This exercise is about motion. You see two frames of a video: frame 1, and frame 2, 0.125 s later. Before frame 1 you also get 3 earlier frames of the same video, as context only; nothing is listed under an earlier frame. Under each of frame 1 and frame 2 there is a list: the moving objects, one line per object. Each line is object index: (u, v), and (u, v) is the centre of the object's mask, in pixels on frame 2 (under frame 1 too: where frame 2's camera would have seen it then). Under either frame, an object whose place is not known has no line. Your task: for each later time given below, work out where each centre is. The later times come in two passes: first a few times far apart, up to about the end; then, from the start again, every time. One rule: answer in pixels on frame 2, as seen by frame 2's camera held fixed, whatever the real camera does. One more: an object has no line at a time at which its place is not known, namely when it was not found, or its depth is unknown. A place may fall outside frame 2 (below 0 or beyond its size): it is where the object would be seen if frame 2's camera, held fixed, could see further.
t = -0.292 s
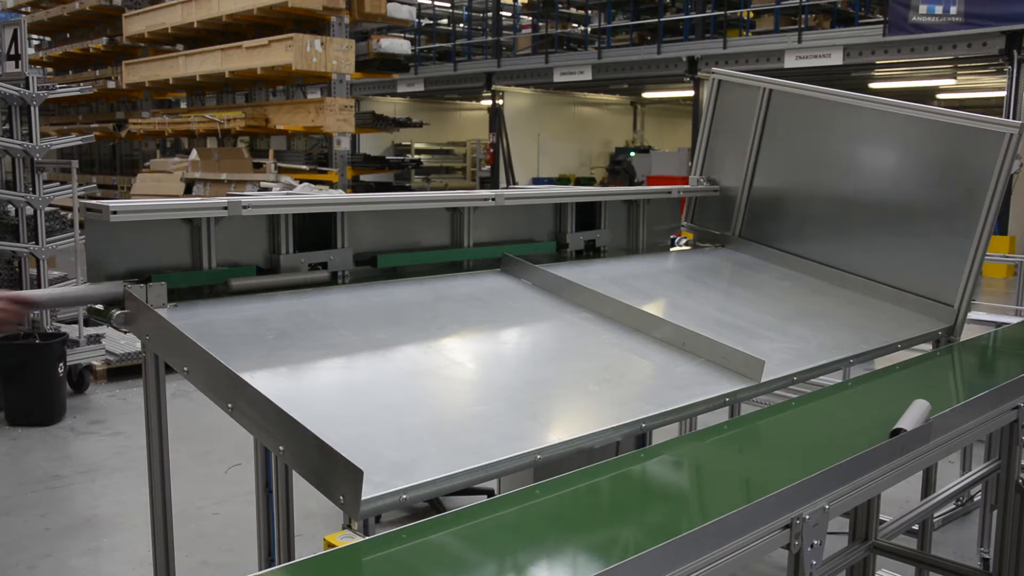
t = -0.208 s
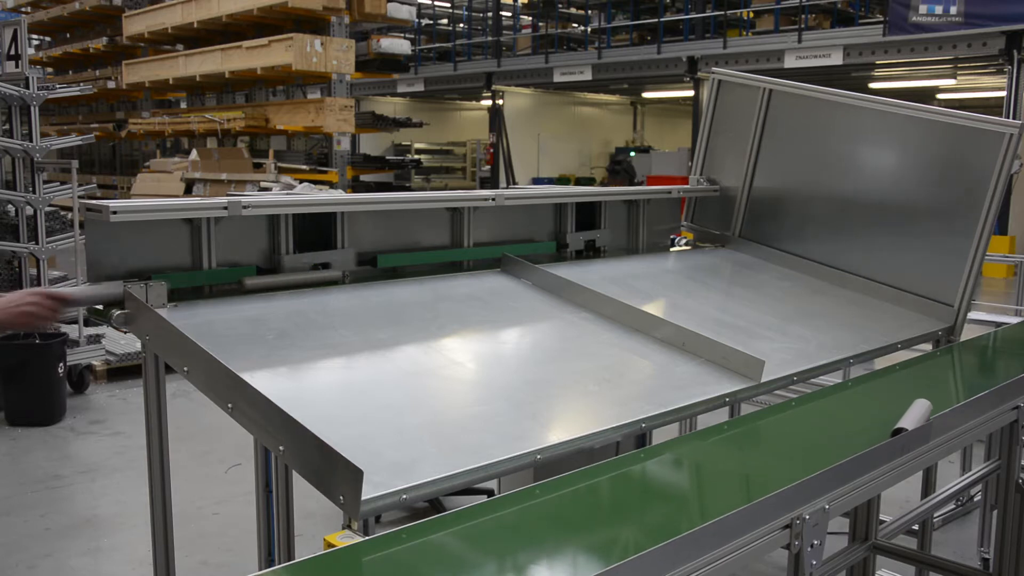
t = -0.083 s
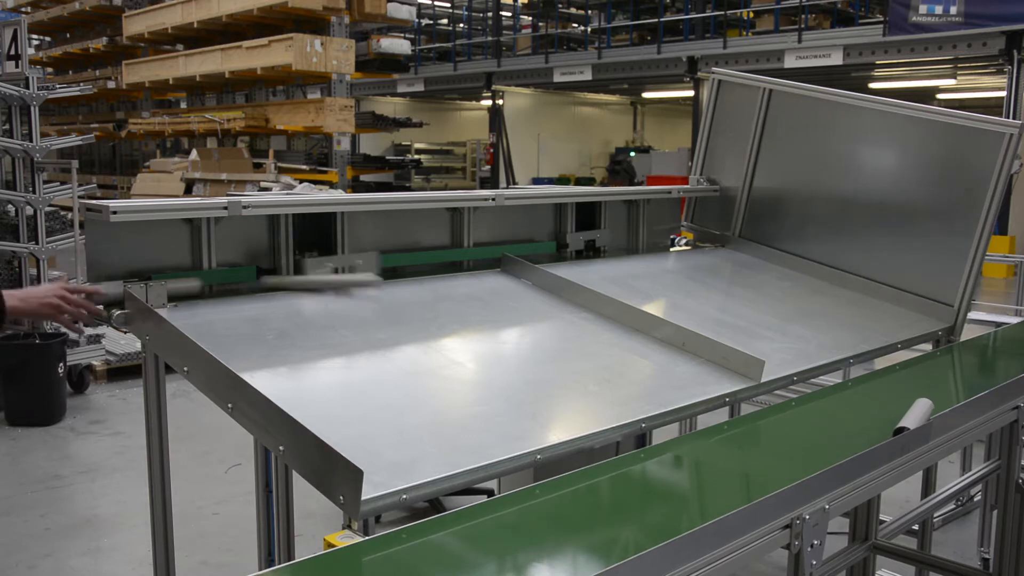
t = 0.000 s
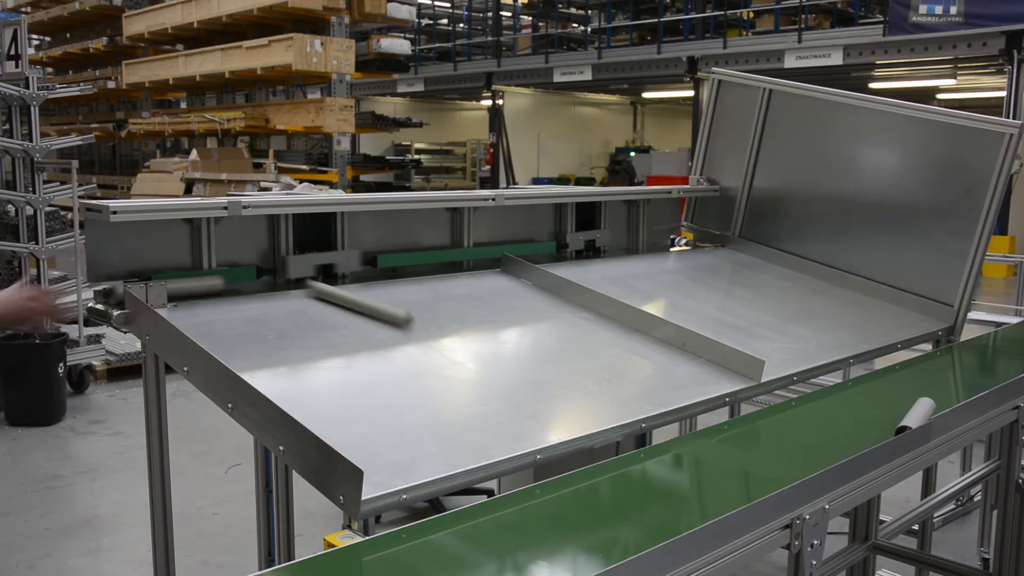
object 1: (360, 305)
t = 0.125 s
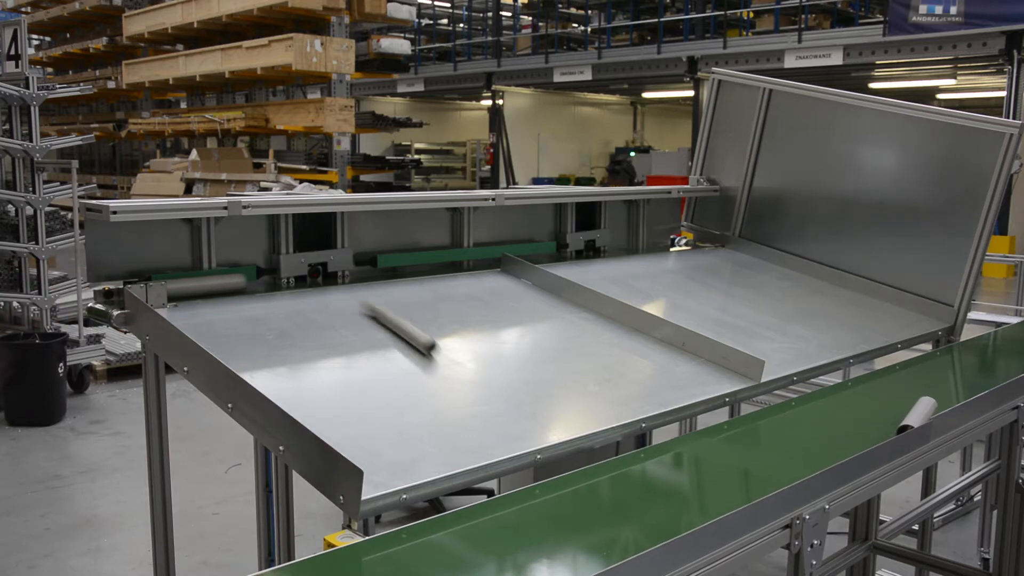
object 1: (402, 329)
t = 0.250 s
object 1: (440, 351)
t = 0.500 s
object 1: (531, 402)
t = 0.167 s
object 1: (413, 335)
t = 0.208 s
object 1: (427, 344)
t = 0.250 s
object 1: (440, 351)
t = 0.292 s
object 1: (455, 360)
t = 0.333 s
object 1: (470, 370)
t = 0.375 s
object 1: (485, 376)
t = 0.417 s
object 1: (499, 384)
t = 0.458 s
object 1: (514, 392)
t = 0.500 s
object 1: (531, 402)
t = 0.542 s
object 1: (546, 410)
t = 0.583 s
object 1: (565, 420)
